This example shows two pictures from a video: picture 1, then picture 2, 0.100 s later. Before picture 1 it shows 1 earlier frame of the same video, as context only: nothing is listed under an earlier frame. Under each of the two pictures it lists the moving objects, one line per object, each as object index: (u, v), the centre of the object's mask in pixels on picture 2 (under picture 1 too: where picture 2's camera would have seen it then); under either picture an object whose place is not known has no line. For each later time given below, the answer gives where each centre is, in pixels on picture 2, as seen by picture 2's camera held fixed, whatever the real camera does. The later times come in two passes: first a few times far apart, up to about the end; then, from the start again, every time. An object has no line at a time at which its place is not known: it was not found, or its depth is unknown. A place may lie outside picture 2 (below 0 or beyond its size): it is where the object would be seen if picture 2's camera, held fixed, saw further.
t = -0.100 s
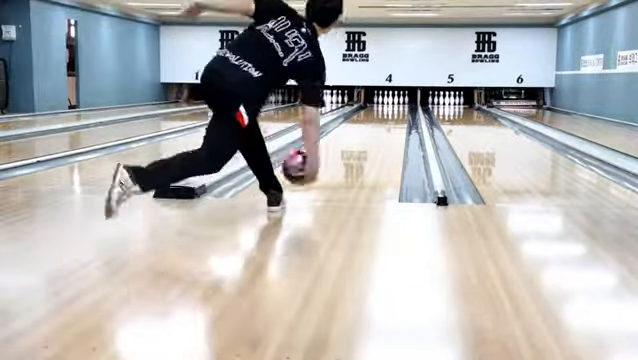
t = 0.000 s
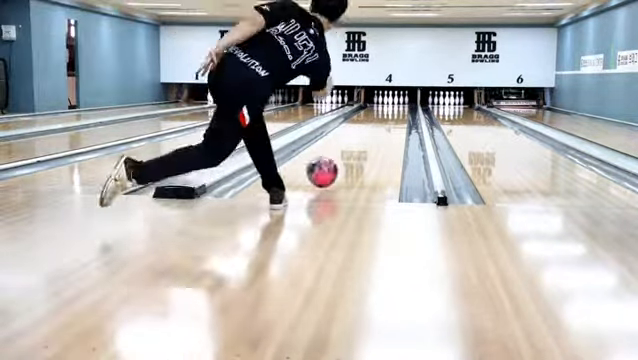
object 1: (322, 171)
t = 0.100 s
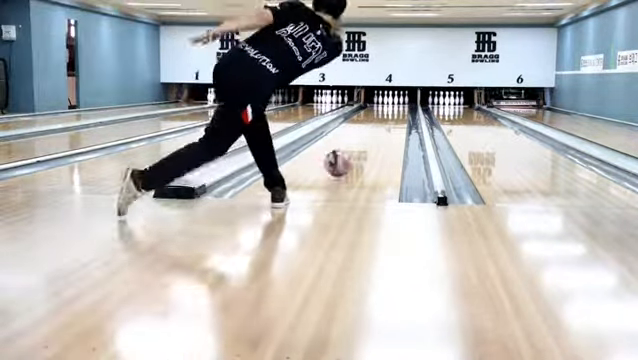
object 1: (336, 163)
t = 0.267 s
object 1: (355, 150)
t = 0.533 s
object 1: (374, 135)
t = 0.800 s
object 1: (387, 125)
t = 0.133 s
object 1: (340, 162)
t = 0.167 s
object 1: (345, 158)
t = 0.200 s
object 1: (348, 156)
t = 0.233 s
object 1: (351, 154)
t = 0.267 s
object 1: (355, 150)
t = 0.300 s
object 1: (359, 147)
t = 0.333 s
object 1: (361, 146)
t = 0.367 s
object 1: (364, 144)
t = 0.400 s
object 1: (367, 142)
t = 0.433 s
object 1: (368, 141)
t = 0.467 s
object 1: (371, 139)
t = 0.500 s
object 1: (373, 137)
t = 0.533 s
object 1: (374, 135)
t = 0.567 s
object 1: (377, 134)
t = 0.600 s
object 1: (379, 133)
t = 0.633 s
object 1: (380, 132)
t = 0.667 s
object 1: (381, 130)
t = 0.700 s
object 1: (383, 128)
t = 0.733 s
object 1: (384, 127)
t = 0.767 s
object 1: (385, 126)
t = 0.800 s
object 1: (387, 125)
